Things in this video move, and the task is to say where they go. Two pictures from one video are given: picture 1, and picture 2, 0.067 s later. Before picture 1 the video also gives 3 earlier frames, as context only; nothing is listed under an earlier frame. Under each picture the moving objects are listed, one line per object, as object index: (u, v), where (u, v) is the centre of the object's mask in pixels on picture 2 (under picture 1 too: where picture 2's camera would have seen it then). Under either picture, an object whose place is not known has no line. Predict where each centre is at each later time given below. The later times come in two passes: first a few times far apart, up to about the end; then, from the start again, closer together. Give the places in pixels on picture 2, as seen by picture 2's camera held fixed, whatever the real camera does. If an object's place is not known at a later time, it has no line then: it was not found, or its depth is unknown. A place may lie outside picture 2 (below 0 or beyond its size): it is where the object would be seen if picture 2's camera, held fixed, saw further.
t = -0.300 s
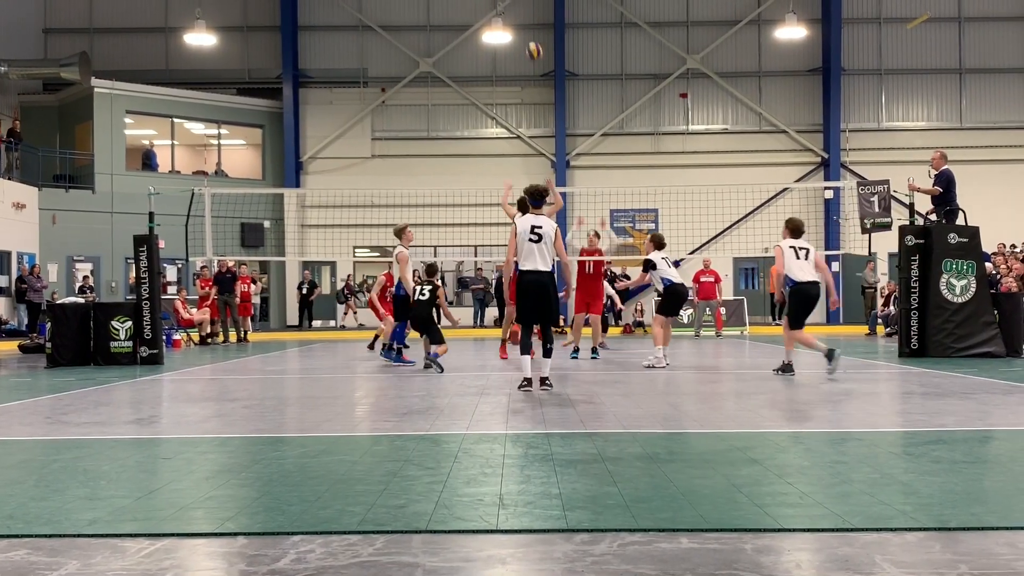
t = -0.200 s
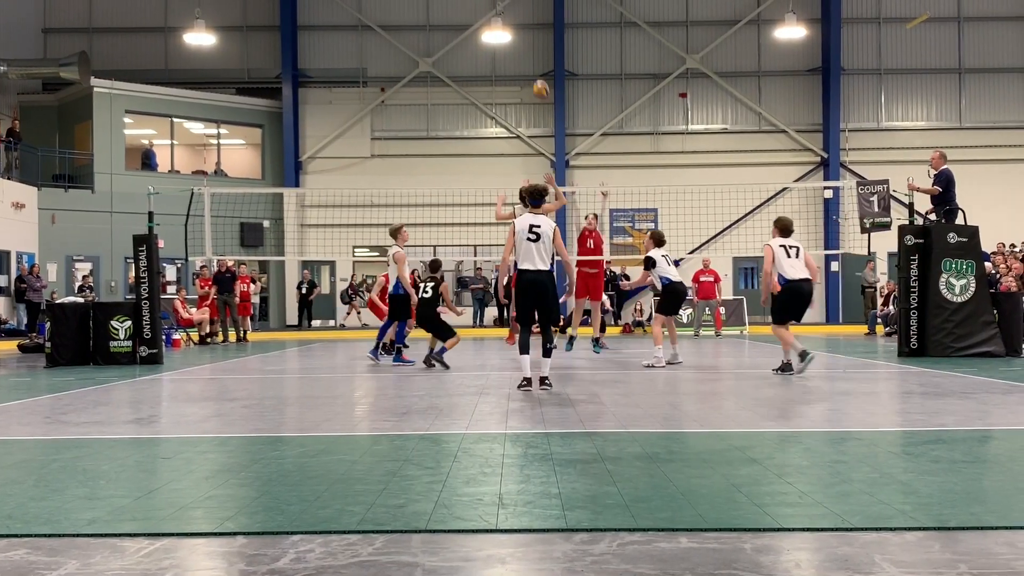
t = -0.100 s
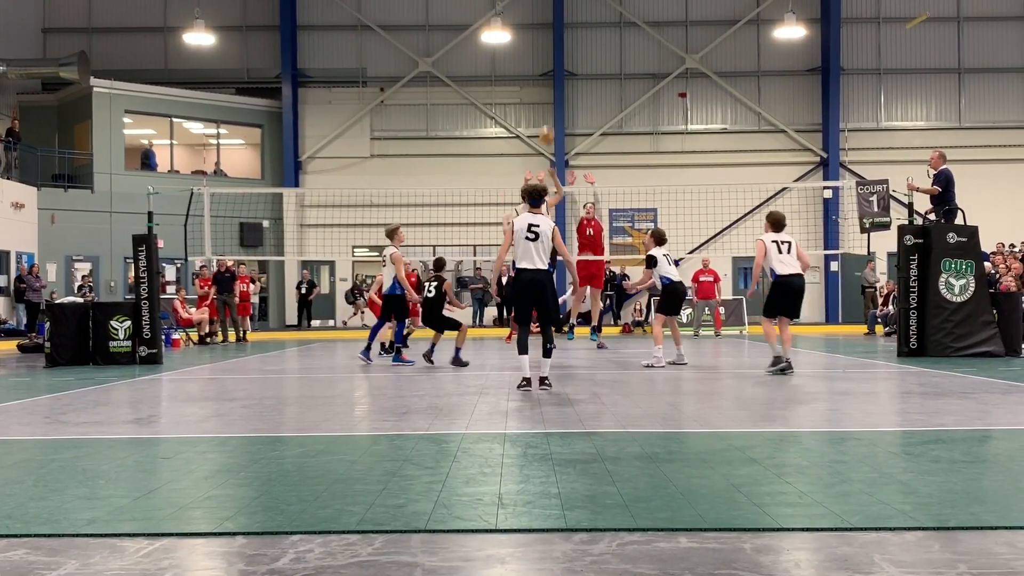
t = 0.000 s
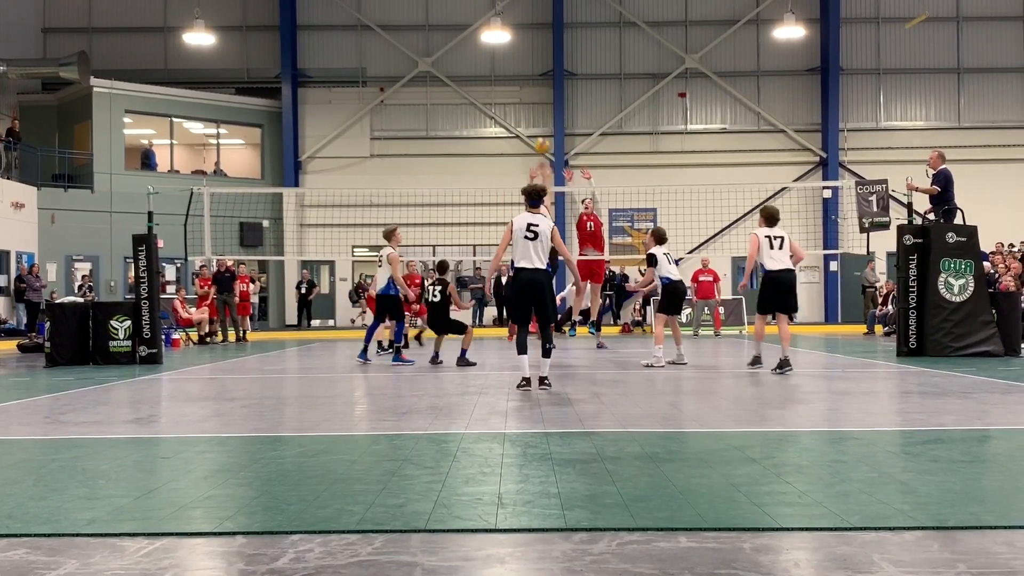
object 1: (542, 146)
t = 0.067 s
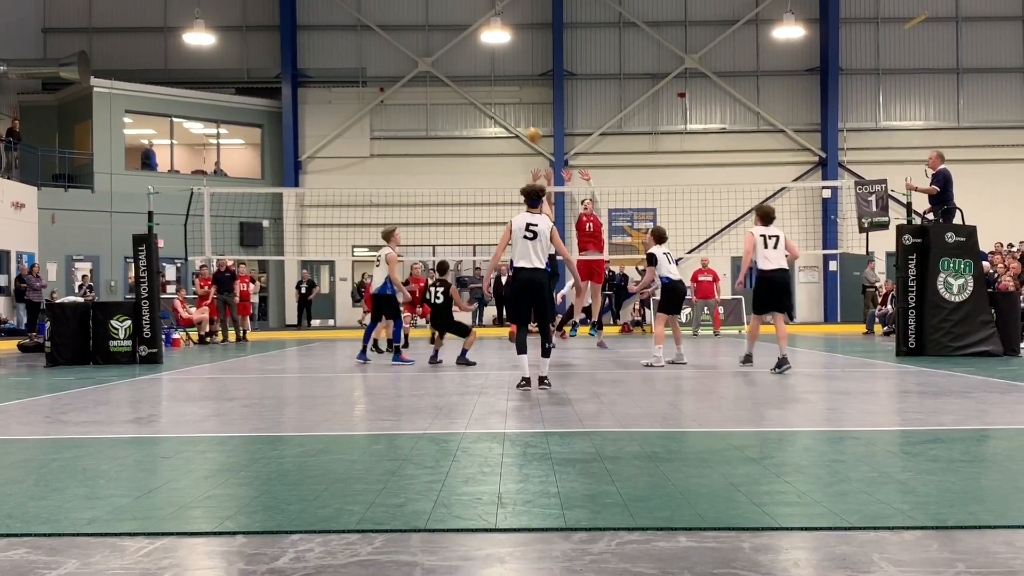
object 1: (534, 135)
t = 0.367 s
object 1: (505, 131)
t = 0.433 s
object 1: (500, 138)
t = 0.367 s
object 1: (505, 131)
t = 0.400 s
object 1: (501, 134)
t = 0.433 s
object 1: (500, 138)
